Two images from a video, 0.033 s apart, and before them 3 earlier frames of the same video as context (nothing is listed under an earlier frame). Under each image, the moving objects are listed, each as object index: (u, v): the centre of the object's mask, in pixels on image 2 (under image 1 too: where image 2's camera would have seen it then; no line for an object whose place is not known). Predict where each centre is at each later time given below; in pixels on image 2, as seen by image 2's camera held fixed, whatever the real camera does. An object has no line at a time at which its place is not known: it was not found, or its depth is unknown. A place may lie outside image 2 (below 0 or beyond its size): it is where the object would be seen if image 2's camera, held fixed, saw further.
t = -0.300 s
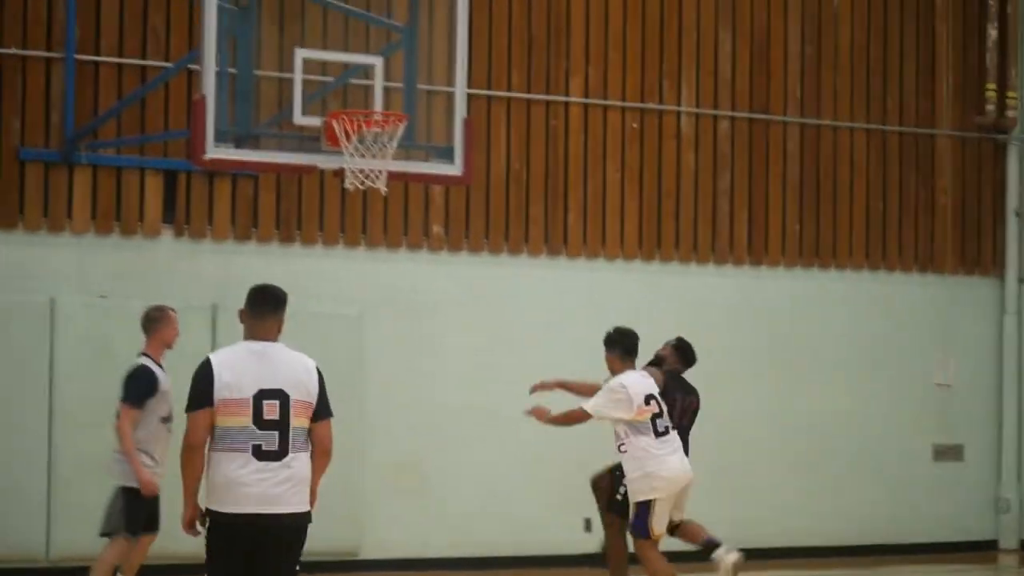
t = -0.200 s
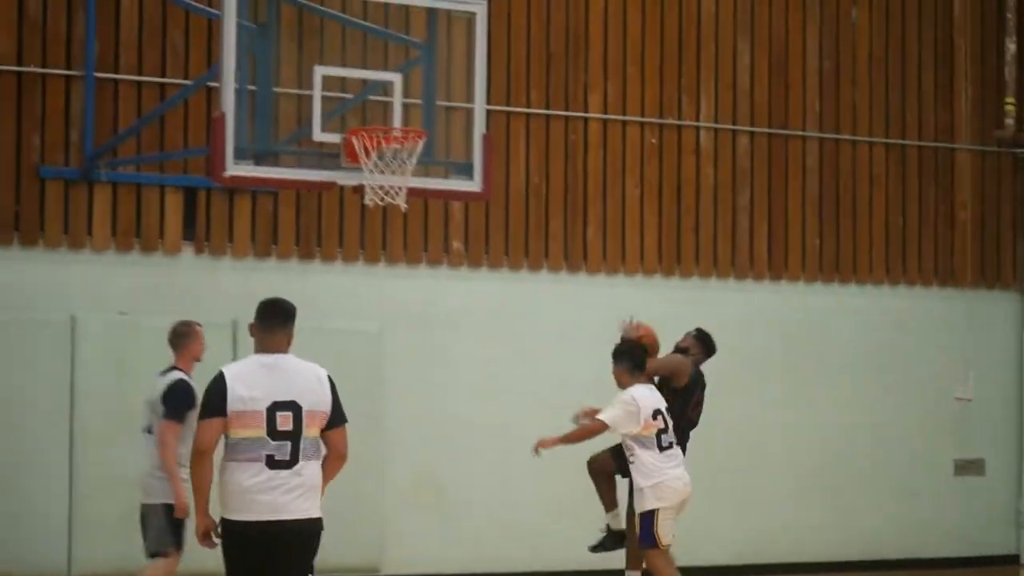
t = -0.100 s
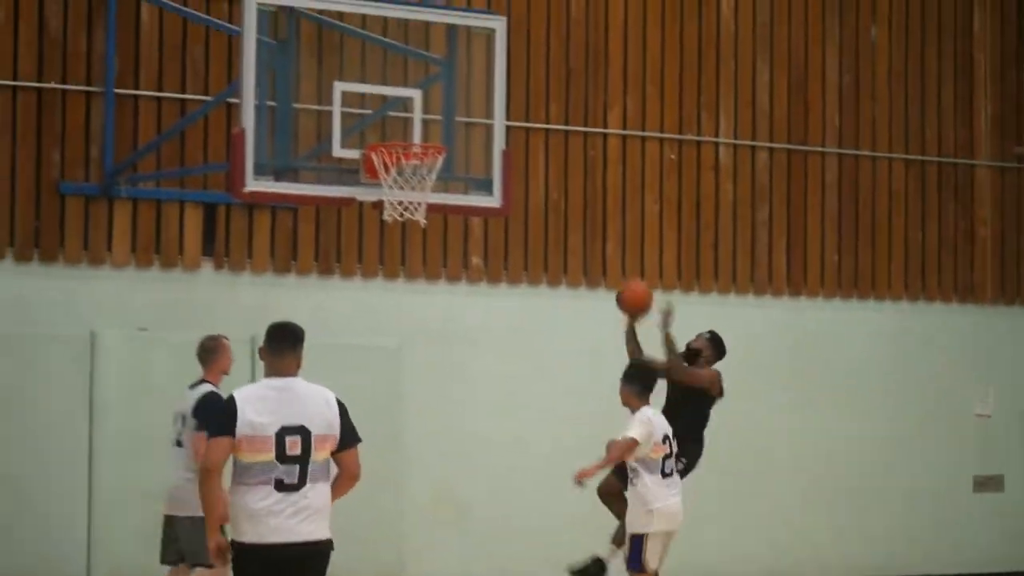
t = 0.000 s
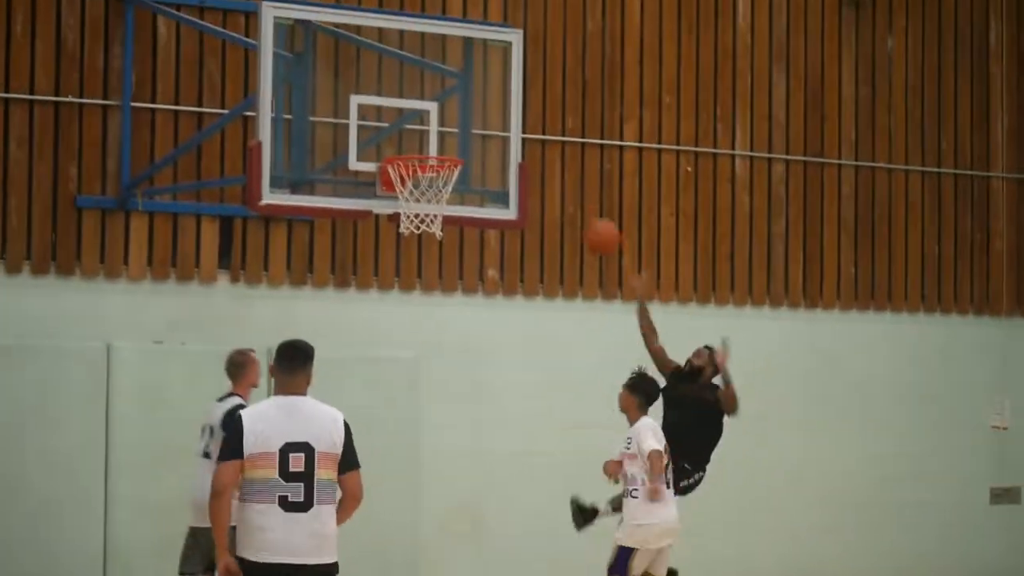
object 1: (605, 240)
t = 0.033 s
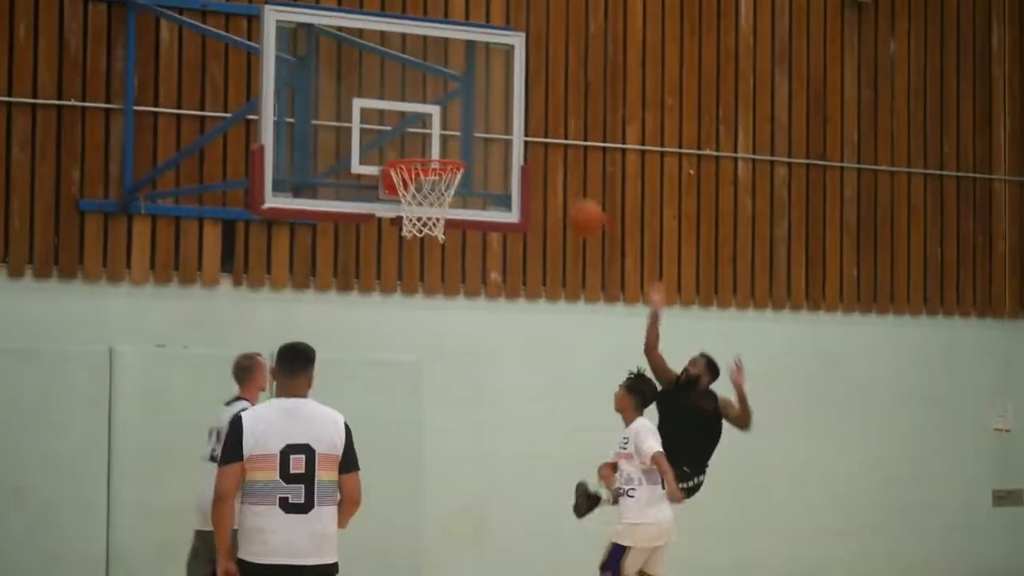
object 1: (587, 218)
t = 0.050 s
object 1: (577, 207)
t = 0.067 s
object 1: (570, 199)
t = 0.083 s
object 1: (560, 188)
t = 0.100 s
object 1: (549, 179)
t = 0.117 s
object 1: (541, 172)
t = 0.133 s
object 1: (533, 164)
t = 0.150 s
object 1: (523, 157)
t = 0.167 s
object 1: (513, 149)
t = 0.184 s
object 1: (505, 142)
